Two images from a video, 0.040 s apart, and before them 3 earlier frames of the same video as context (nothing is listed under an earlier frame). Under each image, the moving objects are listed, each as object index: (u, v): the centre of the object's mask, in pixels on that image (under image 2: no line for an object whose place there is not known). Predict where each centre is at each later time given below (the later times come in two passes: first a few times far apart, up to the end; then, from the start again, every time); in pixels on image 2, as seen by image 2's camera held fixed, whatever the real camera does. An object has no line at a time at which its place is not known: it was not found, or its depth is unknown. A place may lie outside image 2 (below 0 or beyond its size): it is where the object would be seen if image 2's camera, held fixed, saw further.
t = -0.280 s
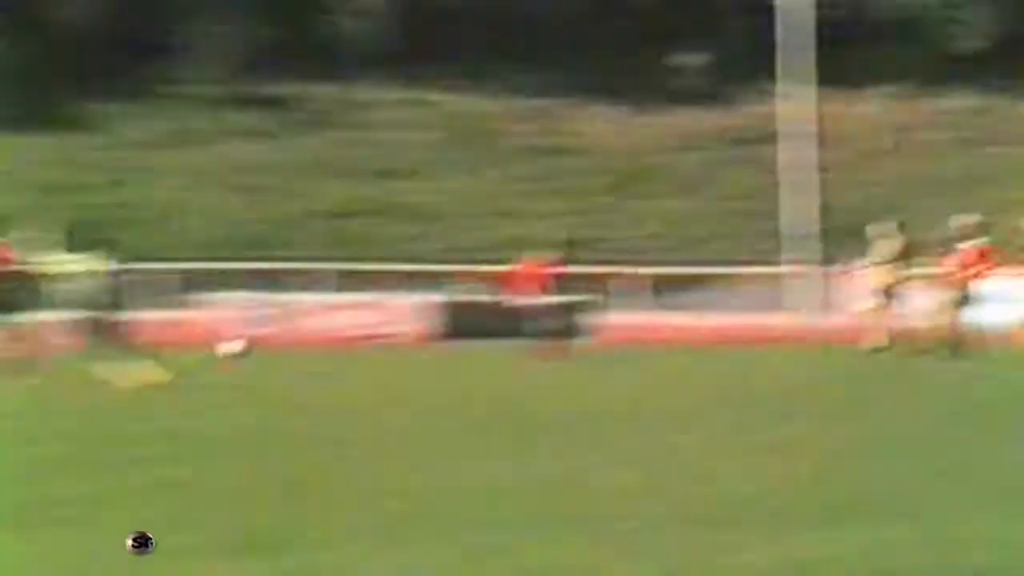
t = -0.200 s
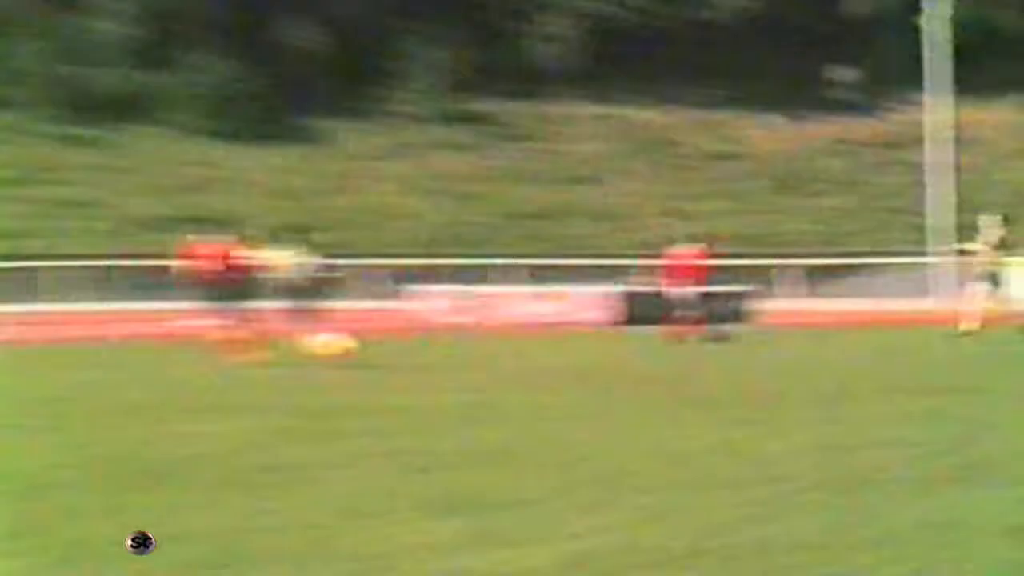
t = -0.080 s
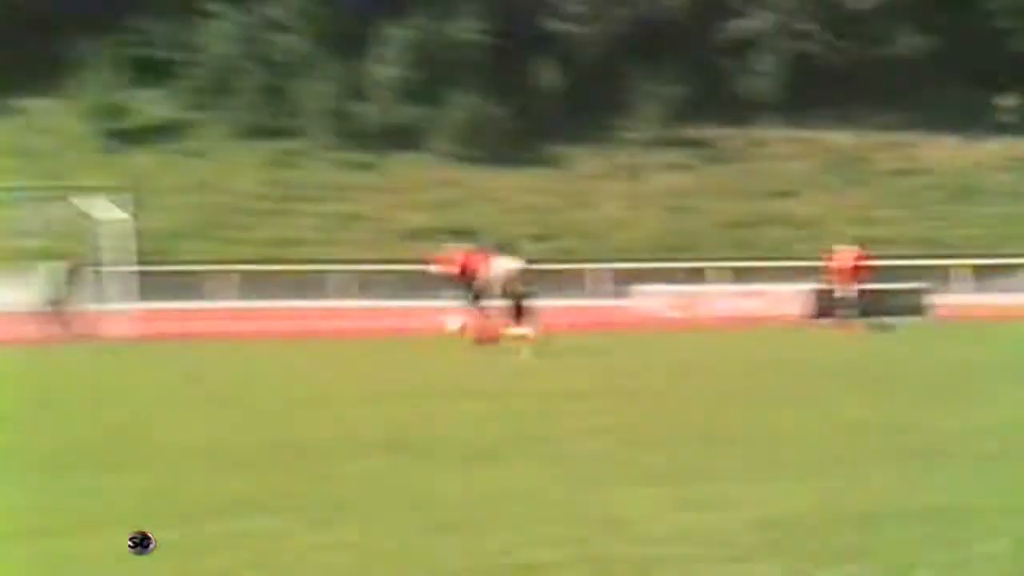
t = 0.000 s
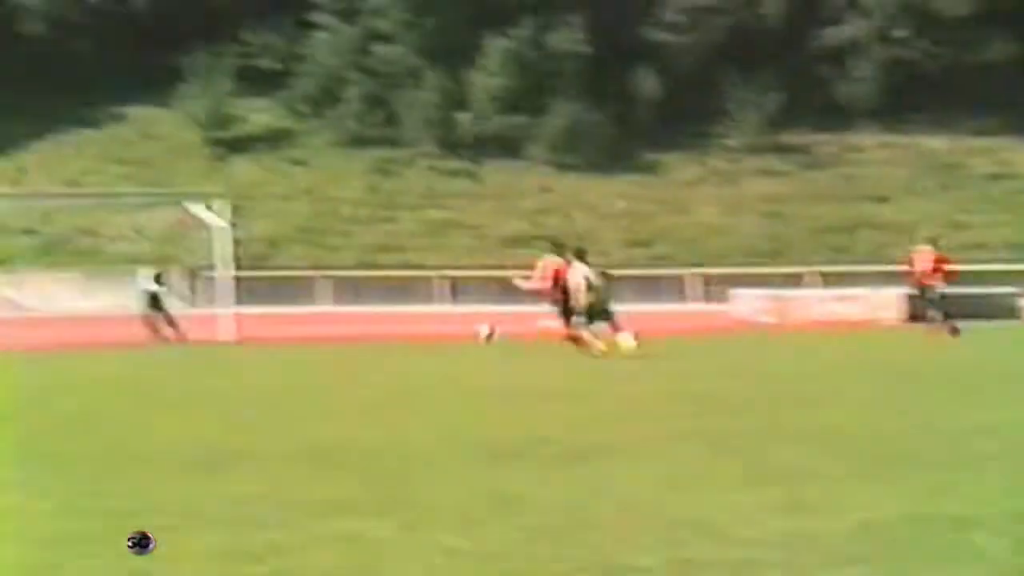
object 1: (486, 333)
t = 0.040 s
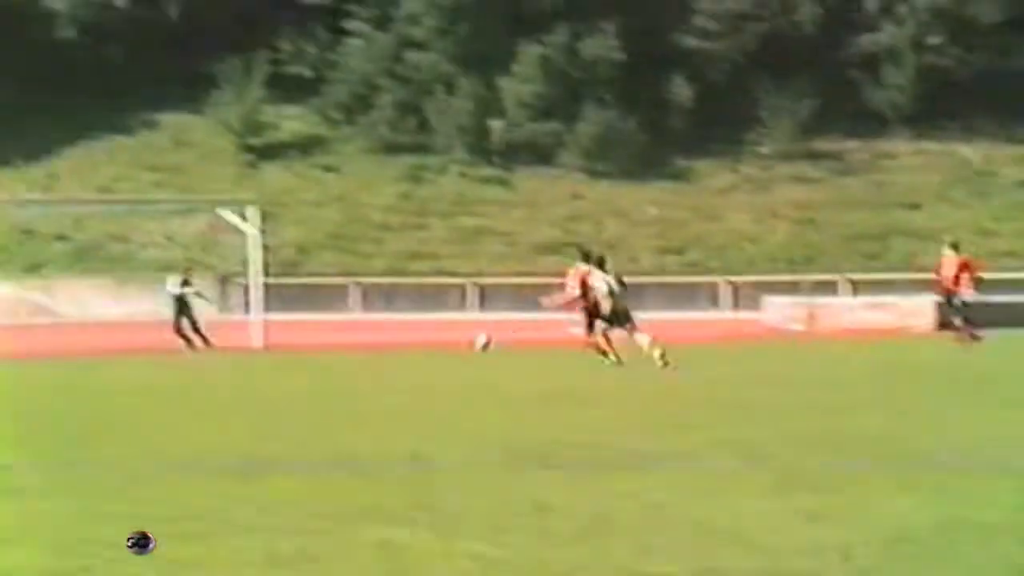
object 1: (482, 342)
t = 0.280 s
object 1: (316, 340)
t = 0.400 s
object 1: (236, 345)
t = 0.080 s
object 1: (450, 346)
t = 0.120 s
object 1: (420, 345)
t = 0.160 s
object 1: (394, 343)
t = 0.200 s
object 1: (367, 341)
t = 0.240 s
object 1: (342, 340)
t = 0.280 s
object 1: (316, 340)
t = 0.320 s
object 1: (289, 342)
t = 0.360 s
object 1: (263, 346)
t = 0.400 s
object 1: (236, 345)
